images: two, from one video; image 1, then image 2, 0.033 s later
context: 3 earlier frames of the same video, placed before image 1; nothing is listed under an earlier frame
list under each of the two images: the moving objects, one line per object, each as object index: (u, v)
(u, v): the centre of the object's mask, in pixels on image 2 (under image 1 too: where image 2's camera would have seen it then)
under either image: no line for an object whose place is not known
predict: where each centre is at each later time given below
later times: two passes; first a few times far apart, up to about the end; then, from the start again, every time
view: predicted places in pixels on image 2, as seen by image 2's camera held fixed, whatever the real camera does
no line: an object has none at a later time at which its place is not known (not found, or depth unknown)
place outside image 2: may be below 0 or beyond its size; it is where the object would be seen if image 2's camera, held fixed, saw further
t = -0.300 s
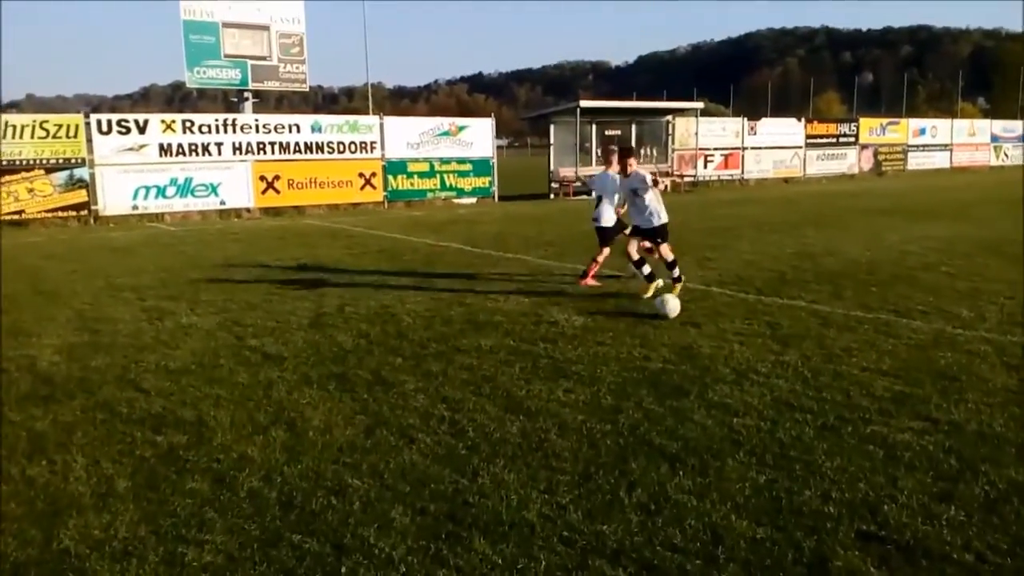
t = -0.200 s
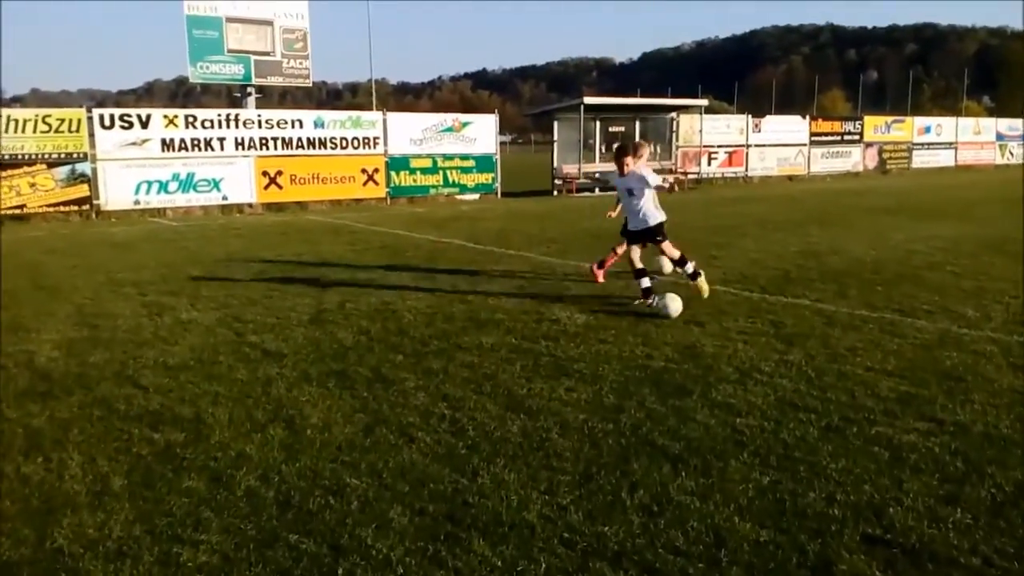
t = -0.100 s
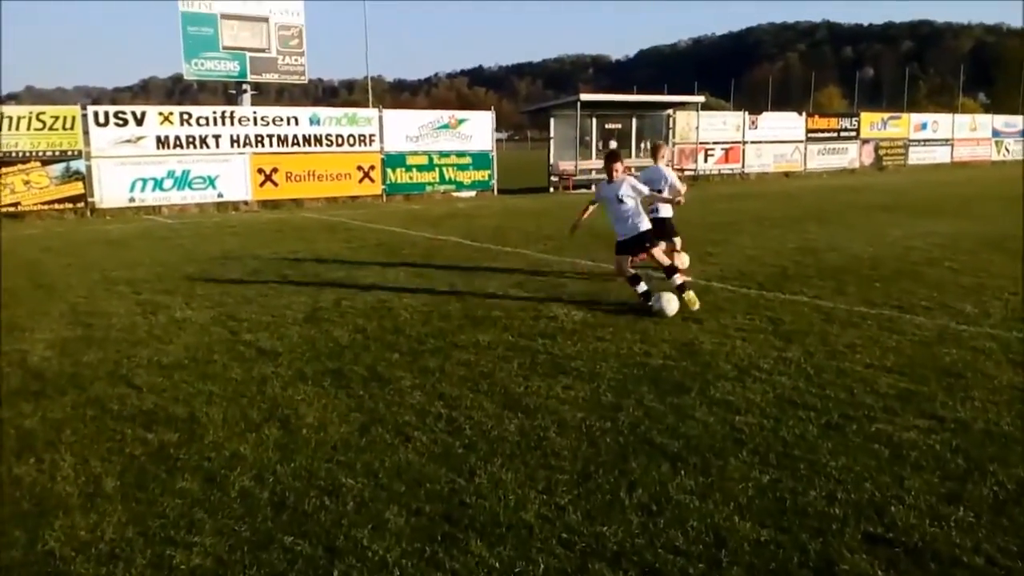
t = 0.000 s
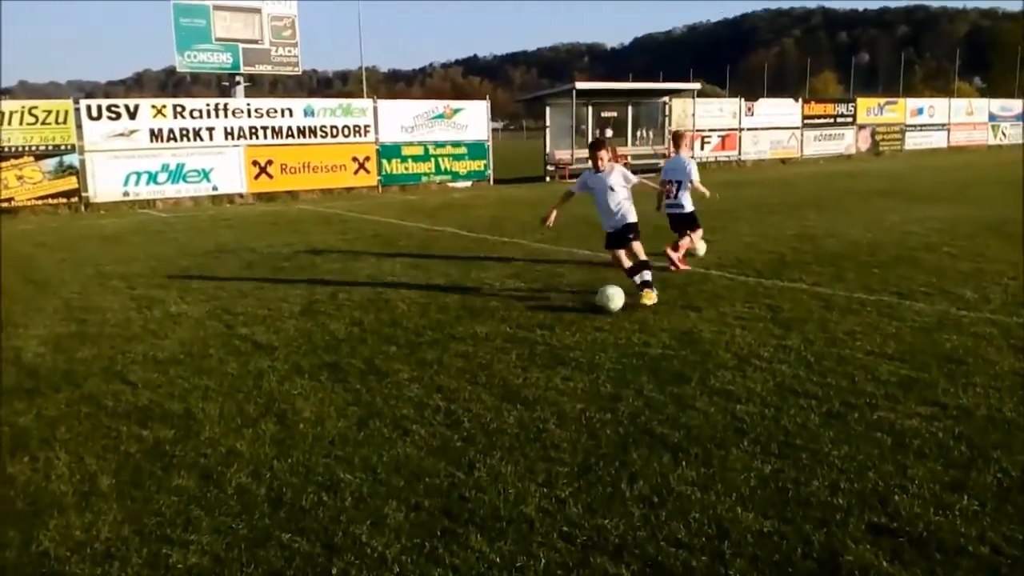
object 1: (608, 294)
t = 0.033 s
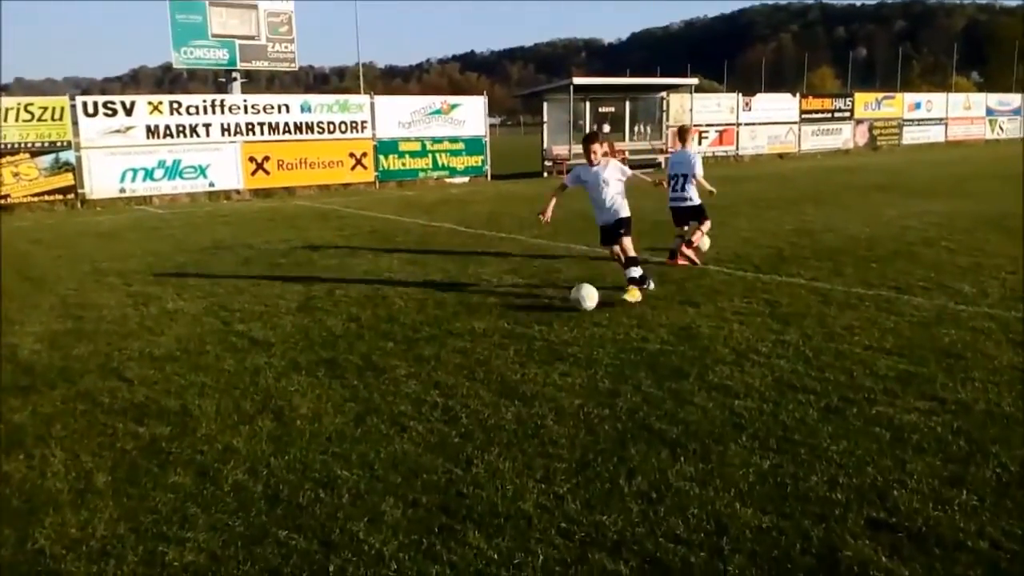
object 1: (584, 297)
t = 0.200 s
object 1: (470, 312)
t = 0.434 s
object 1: (325, 331)
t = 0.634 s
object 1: (196, 350)
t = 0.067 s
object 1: (559, 302)
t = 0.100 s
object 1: (534, 306)
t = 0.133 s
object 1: (511, 310)
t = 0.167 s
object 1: (491, 311)
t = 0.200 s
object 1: (470, 312)
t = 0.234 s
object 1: (450, 315)
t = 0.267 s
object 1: (429, 318)
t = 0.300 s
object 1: (405, 325)
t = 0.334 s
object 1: (384, 329)
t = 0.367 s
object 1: (365, 329)
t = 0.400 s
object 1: (345, 329)
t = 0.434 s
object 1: (325, 331)
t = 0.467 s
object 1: (304, 336)
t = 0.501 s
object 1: (282, 343)
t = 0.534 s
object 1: (261, 348)
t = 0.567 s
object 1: (239, 347)
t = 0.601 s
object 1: (218, 348)
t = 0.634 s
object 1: (196, 350)
